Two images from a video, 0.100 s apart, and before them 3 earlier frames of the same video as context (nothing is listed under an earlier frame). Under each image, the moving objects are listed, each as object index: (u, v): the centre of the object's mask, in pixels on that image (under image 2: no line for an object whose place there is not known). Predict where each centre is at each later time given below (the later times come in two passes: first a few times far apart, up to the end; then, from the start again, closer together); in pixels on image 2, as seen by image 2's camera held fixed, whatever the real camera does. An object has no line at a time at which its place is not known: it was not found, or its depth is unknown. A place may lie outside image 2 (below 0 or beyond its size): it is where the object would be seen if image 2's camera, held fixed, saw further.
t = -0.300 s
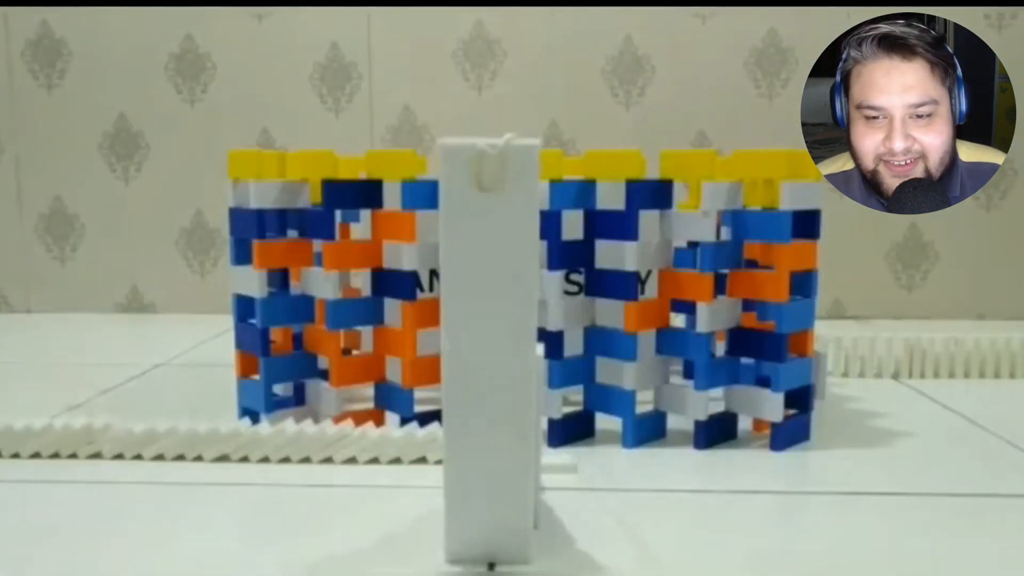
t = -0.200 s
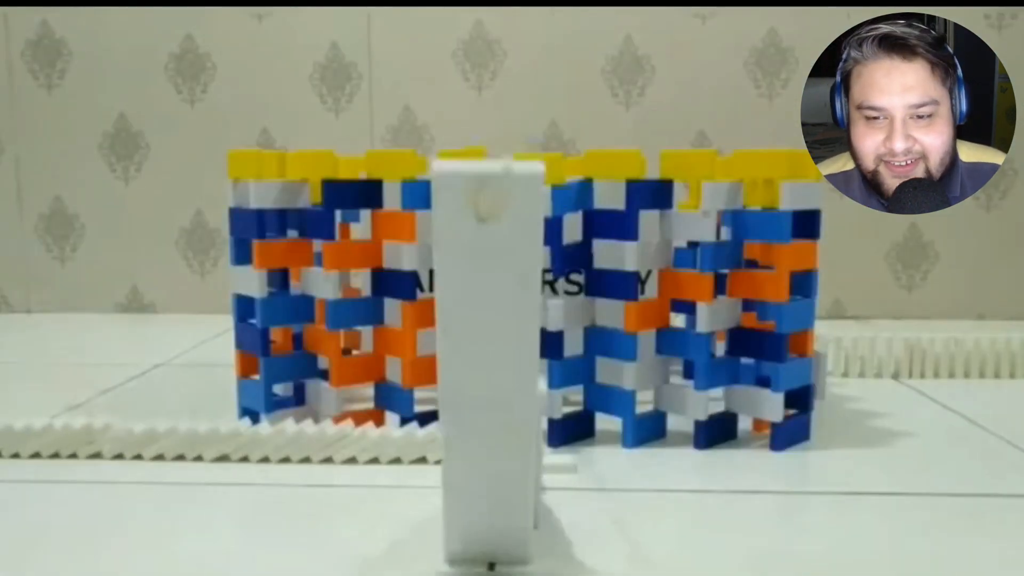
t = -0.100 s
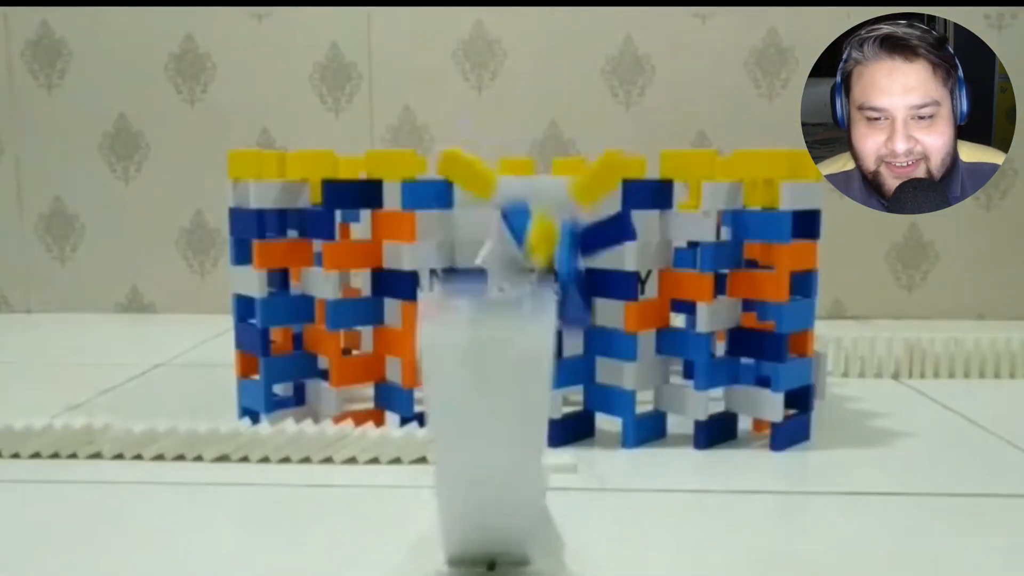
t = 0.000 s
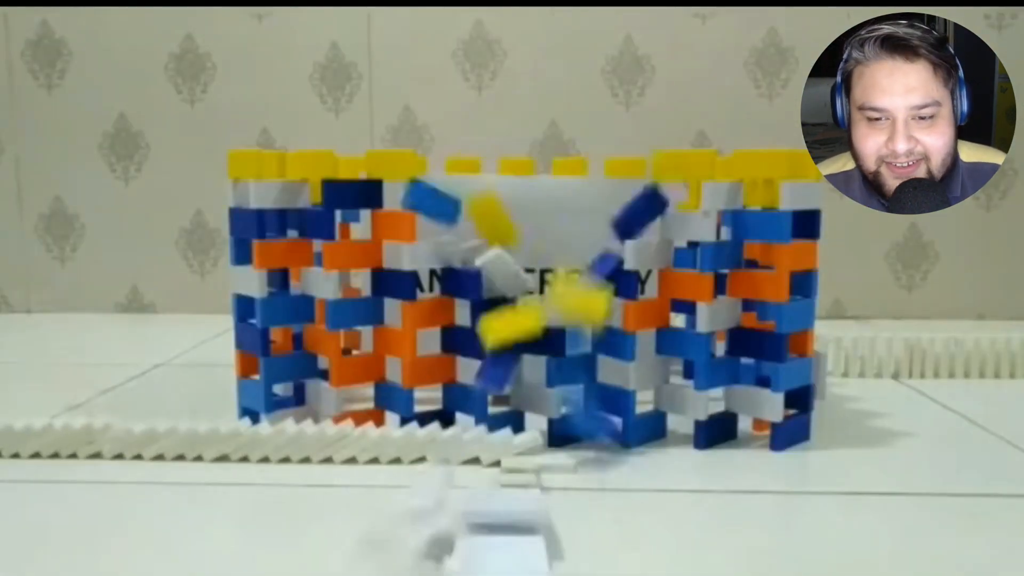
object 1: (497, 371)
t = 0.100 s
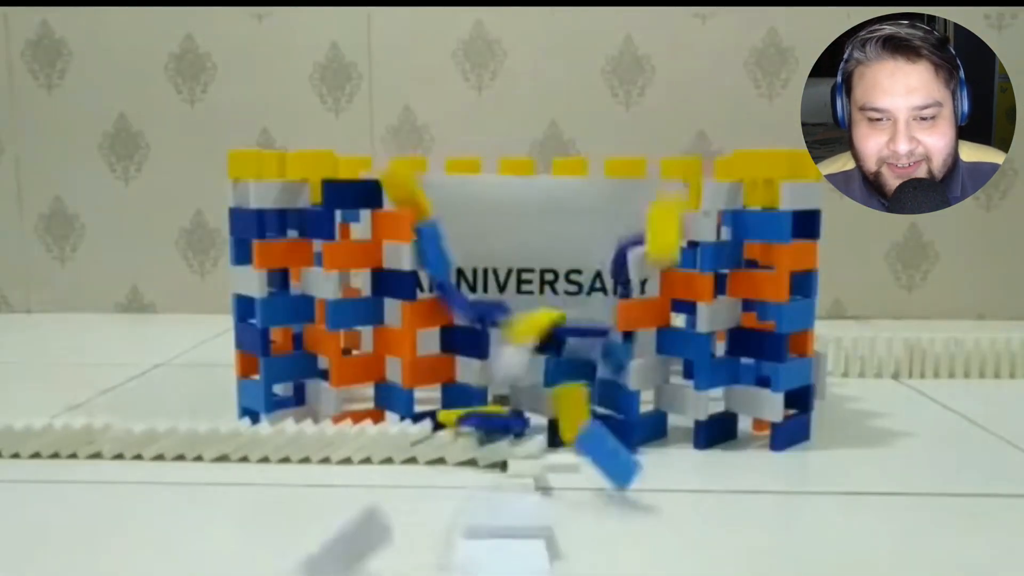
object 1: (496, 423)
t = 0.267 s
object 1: (441, 491)
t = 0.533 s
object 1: (399, 514)
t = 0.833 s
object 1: (400, 514)
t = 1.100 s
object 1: (400, 514)
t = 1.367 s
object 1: (400, 514)
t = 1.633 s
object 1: (400, 514)
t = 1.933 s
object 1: (400, 514)
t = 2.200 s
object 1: (400, 514)
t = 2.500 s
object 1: (400, 513)
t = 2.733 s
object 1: (400, 513)
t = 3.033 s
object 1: (400, 513)
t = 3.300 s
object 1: (400, 513)
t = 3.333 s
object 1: (400, 513)
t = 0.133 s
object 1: (493, 431)
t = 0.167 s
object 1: (485, 447)
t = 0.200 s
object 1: (469, 465)
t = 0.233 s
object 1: (455, 479)
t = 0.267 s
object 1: (441, 491)
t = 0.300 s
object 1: (428, 499)
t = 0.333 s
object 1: (417, 505)
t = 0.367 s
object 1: (409, 508)
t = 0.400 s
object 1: (403, 512)
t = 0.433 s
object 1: (400, 513)
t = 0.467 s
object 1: (399, 514)
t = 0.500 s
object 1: (399, 514)
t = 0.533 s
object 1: (399, 514)
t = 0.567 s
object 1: (399, 514)
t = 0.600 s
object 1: (400, 514)
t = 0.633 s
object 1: (400, 514)
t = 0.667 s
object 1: (400, 514)
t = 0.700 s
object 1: (400, 514)
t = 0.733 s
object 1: (400, 514)
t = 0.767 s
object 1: (400, 514)
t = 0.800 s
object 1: (400, 514)
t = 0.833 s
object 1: (400, 514)
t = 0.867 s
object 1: (400, 514)
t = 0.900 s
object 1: (400, 514)
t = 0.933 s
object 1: (400, 514)
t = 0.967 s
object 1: (400, 514)
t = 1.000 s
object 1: (400, 514)
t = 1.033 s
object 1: (400, 514)
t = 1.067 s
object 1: (400, 514)
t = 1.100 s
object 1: (400, 514)
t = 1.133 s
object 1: (400, 514)
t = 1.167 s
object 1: (400, 514)
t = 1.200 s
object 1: (400, 514)
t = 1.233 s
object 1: (400, 514)
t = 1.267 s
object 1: (400, 514)
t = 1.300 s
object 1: (400, 514)
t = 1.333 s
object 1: (400, 514)
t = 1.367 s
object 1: (400, 514)
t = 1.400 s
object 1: (400, 514)
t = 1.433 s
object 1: (400, 514)
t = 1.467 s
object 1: (400, 514)
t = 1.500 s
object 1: (400, 514)
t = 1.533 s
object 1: (400, 514)
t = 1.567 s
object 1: (400, 514)
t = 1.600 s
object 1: (400, 514)
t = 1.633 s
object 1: (400, 514)
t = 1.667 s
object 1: (400, 514)
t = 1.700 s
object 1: (400, 514)
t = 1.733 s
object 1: (400, 514)
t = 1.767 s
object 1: (400, 514)
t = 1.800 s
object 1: (400, 514)
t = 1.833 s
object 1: (400, 514)
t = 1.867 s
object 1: (400, 514)
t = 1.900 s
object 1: (400, 514)
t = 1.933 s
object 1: (400, 514)
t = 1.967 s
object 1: (400, 514)
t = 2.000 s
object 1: (400, 514)
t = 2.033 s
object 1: (400, 514)
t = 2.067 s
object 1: (400, 514)
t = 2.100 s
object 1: (400, 514)
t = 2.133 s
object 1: (400, 514)
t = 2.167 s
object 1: (400, 514)
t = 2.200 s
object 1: (400, 514)
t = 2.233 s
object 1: (400, 514)
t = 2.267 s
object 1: (400, 514)
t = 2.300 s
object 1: (400, 514)
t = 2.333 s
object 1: (400, 513)
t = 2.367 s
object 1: (400, 513)
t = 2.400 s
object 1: (400, 514)
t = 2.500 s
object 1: (400, 513)
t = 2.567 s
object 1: (400, 513)
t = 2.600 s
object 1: (400, 513)
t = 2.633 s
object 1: (400, 513)
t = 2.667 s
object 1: (400, 513)
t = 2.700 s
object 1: (400, 513)
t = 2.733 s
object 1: (400, 513)
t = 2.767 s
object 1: (400, 513)
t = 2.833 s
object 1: (400, 513)
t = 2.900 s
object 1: (400, 513)
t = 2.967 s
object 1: (400, 513)
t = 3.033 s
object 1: (400, 513)
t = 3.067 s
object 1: (400, 513)
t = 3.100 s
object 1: (400, 513)
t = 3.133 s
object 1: (400, 513)
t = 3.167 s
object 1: (400, 513)
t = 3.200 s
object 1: (400, 513)
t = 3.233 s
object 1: (400, 513)
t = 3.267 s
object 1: (400, 513)
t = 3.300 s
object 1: (400, 513)
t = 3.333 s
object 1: (400, 513)
